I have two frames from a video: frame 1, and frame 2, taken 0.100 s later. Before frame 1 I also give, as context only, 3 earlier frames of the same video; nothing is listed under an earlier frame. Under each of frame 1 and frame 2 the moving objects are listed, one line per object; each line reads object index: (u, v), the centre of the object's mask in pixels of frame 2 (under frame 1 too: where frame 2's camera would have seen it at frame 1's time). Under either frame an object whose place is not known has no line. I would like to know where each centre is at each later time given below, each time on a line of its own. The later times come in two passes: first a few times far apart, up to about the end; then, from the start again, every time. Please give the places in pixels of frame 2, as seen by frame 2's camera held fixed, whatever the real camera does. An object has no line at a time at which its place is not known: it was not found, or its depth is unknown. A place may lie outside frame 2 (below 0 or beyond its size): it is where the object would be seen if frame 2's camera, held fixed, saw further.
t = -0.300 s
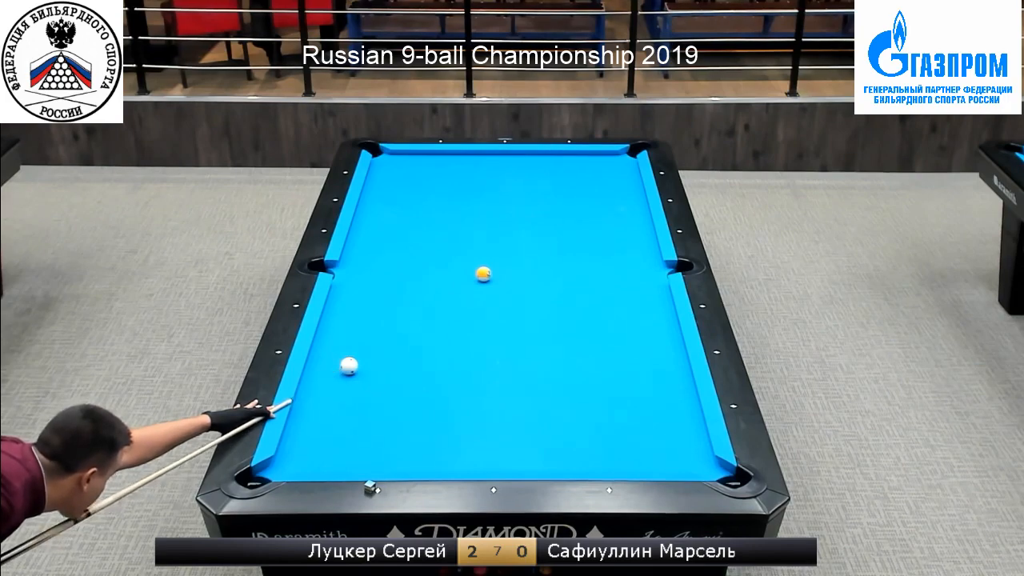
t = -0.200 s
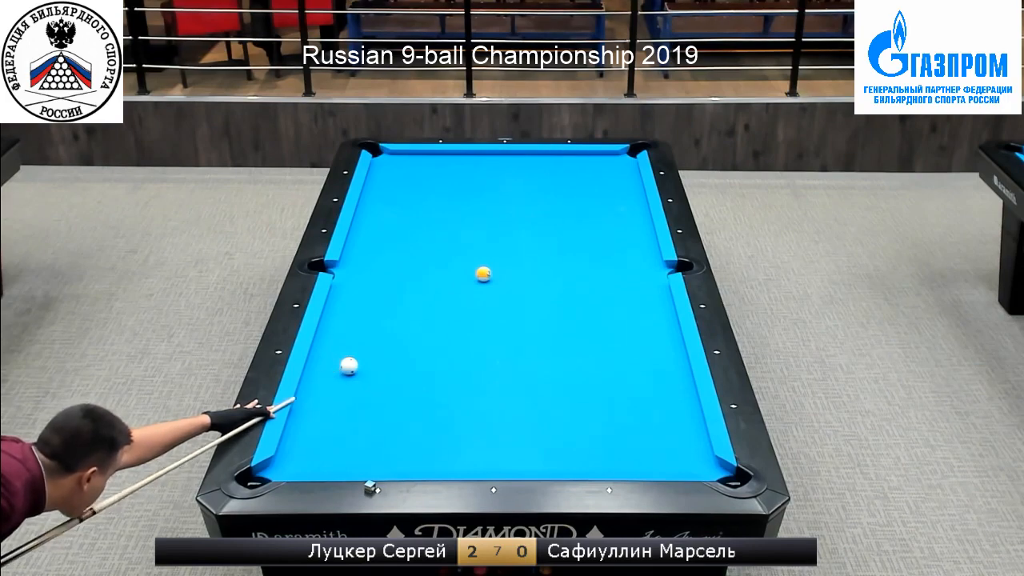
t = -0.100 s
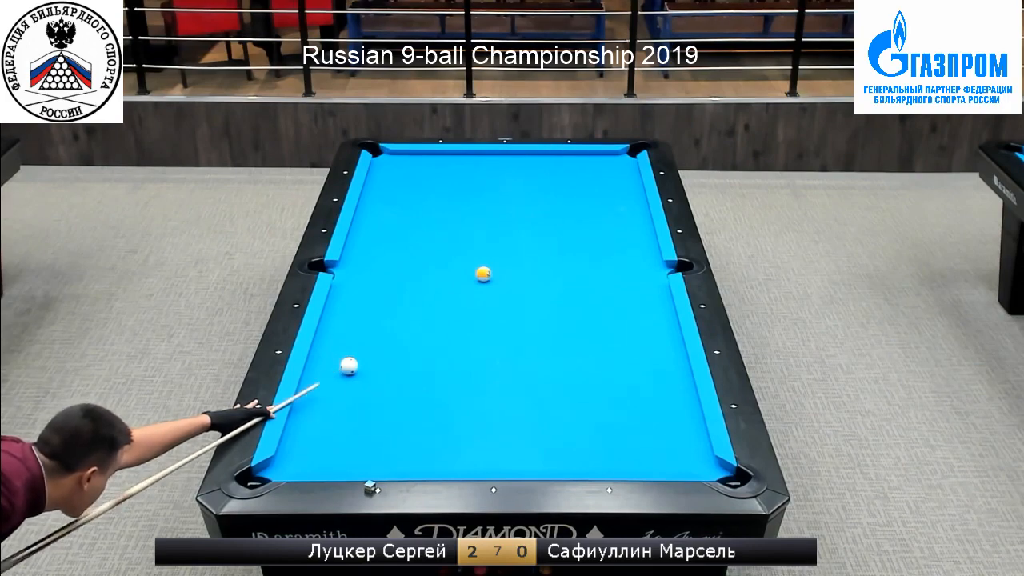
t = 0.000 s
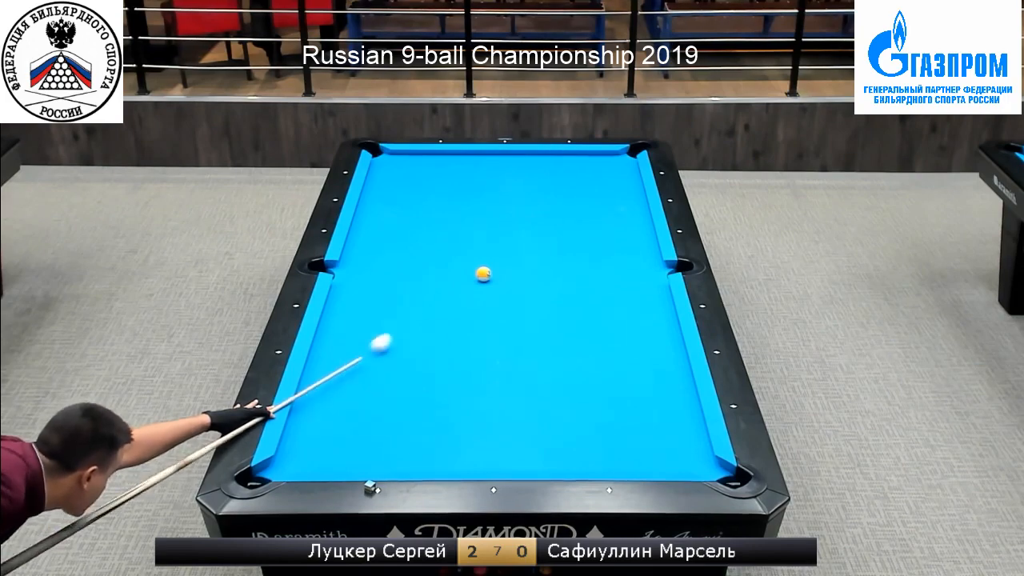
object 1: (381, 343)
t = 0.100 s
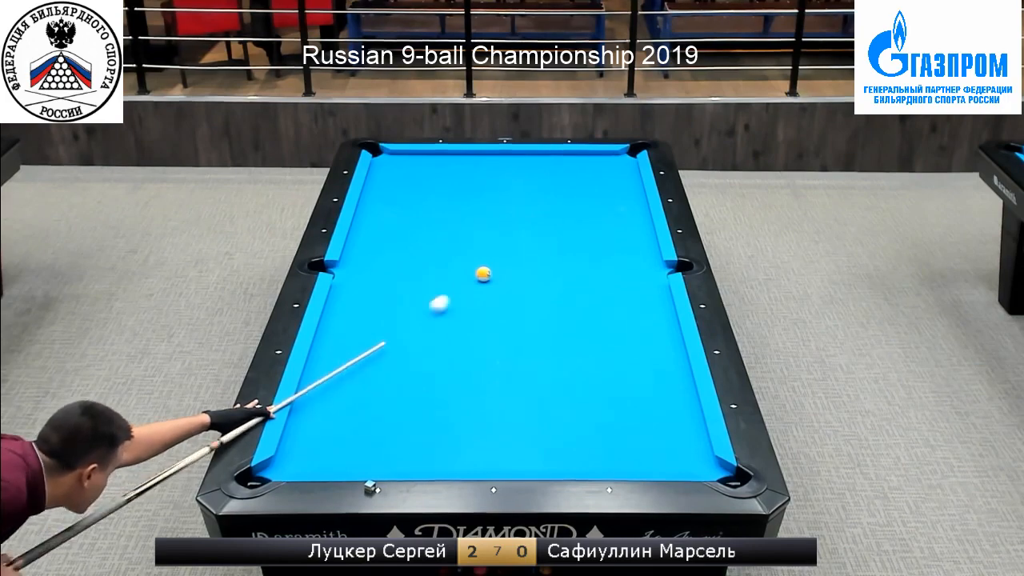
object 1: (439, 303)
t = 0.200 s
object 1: (478, 280)
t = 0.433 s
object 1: (498, 277)
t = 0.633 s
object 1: (519, 271)
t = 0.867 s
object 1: (540, 265)
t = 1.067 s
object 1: (558, 261)
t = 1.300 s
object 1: (577, 255)
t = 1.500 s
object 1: (593, 251)
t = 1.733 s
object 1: (610, 246)
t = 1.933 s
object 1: (623, 242)
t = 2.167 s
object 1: (638, 239)
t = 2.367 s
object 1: (649, 235)
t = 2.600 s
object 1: (641, 233)
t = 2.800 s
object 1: (634, 232)
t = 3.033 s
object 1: (628, 230)
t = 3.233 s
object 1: (623, 229)
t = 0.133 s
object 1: (457, 292)
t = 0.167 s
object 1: (472, 282)
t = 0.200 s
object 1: (478, 280)
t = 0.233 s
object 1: (480, 280)
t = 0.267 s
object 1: (482, 280)
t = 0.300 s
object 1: (485, 280)
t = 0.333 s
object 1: (488, 279)
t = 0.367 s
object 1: (492, 279)
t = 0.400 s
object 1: (495, 278)
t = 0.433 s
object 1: (498, 277)
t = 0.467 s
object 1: (502, 276)
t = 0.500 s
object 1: (505, 275)
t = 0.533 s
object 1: (509, 274)
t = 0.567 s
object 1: (512, 273)
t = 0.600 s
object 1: (515, 272)
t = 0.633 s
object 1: (519, 271)
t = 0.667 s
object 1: (522, 271)
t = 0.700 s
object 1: (525, 270)
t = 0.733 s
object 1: (528, 269)
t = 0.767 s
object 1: (531, 268)
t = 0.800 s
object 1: (534, 267)
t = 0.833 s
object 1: (538, 266)
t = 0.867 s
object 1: (540, 265)
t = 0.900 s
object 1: (544, 264)
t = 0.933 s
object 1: (546, 264)
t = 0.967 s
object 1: (549, 263)
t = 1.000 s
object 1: (552, 262)
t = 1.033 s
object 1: (555, 261)
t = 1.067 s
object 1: (558, 261)
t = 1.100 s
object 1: (561, 260)
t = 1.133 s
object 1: (564, 259)
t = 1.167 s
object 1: (566, 258)
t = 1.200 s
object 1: (569, 257)
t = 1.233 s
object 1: (572, 257)
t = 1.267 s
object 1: (575, 256)
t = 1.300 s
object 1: (577, 255)
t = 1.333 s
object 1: (580, 254)
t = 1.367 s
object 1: (583, 254)
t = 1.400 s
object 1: (585, 253)
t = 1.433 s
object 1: (587, 252)
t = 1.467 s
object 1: (590, 252)
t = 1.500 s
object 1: (593, 251)
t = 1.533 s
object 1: (595, 250)
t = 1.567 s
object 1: (597, 249)
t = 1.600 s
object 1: (600, 249)
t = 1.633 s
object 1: (602, 248)
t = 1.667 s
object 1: (605, 248)
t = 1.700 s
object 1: (607, 247)
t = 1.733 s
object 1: (610, 246)
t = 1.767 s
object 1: (612, 245)
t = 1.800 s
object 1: (614, 245)
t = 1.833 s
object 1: (616, 244)
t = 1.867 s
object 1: (619, 244)
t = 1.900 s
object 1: (621, 243)
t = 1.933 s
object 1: (623, 242)
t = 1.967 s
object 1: (625, 242)
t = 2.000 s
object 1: (628, 241)
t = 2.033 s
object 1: (630, 241)
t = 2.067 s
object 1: (632, 240)
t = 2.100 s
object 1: (634, 240)
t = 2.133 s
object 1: (636, 239)
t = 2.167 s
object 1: (638, 239)
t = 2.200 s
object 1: (640, 238)
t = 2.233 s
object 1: (642, 237)
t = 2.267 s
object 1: (644, 237)
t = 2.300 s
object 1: (646, 236)
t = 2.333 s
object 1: (648, 236)
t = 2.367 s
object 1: (649, 235)
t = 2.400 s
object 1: (648, 235)
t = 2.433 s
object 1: (647, 235)
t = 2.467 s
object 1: (646, 234)
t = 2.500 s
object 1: (644, 234)
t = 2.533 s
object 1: (643, 234)
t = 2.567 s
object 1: (642, 234)
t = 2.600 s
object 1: (641, 233)
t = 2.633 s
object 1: (640, 233)
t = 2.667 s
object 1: (639, 233)
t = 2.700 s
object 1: (638, 233)
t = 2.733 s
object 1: (636, 232)
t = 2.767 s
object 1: (636, 232)
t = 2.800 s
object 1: (634, 232)
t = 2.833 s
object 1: (633, 231)
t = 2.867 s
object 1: (633, 231)
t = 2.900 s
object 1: (631, 231)
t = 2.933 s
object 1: (631, 231)
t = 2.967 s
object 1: (630, 231)
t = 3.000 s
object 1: (629, 230)
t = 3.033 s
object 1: (628, 230)
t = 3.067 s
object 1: (627, 230)
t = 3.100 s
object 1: (626, 230)
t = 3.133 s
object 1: (625, 230)
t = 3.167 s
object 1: (625, 229)
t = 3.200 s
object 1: (624, 229)
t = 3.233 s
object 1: (623, 229)
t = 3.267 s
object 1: (622, 229)
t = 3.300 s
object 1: (622, 229)
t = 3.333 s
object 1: (621, 228)
